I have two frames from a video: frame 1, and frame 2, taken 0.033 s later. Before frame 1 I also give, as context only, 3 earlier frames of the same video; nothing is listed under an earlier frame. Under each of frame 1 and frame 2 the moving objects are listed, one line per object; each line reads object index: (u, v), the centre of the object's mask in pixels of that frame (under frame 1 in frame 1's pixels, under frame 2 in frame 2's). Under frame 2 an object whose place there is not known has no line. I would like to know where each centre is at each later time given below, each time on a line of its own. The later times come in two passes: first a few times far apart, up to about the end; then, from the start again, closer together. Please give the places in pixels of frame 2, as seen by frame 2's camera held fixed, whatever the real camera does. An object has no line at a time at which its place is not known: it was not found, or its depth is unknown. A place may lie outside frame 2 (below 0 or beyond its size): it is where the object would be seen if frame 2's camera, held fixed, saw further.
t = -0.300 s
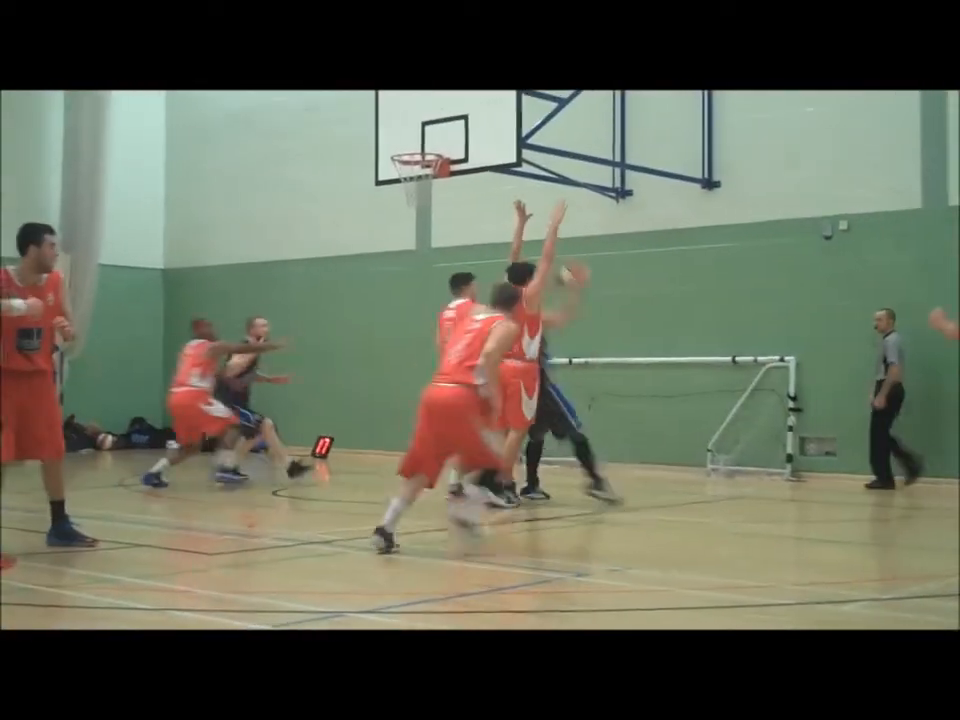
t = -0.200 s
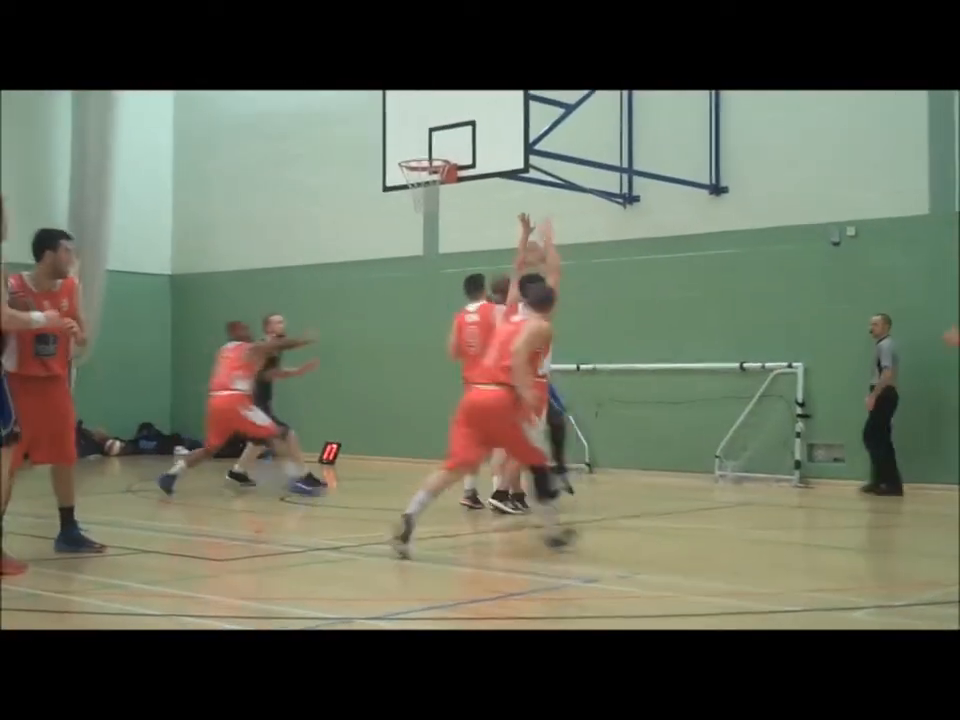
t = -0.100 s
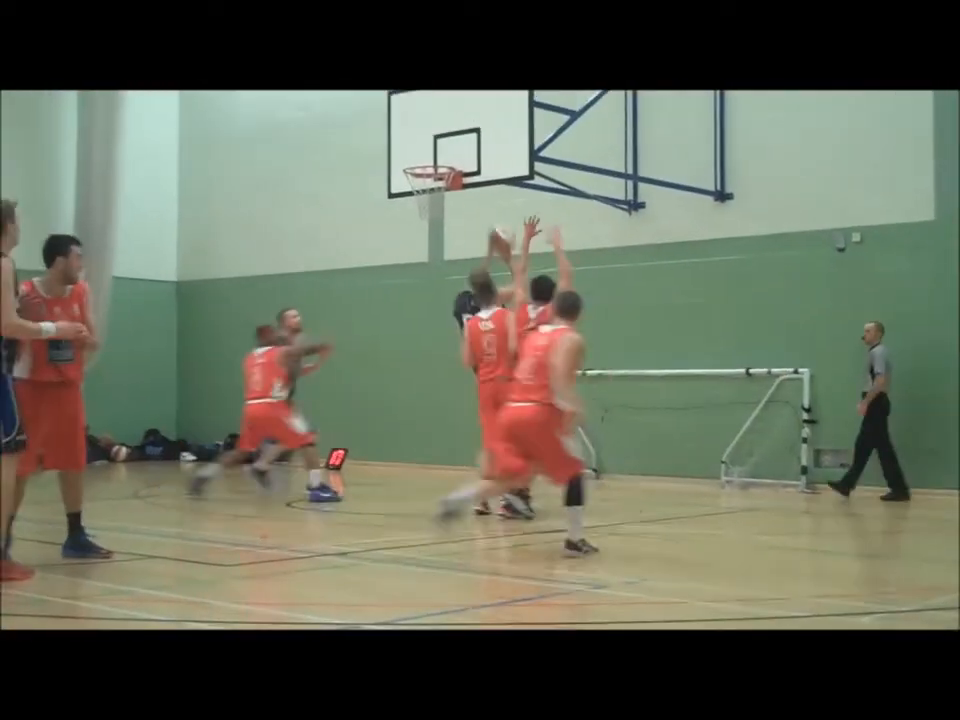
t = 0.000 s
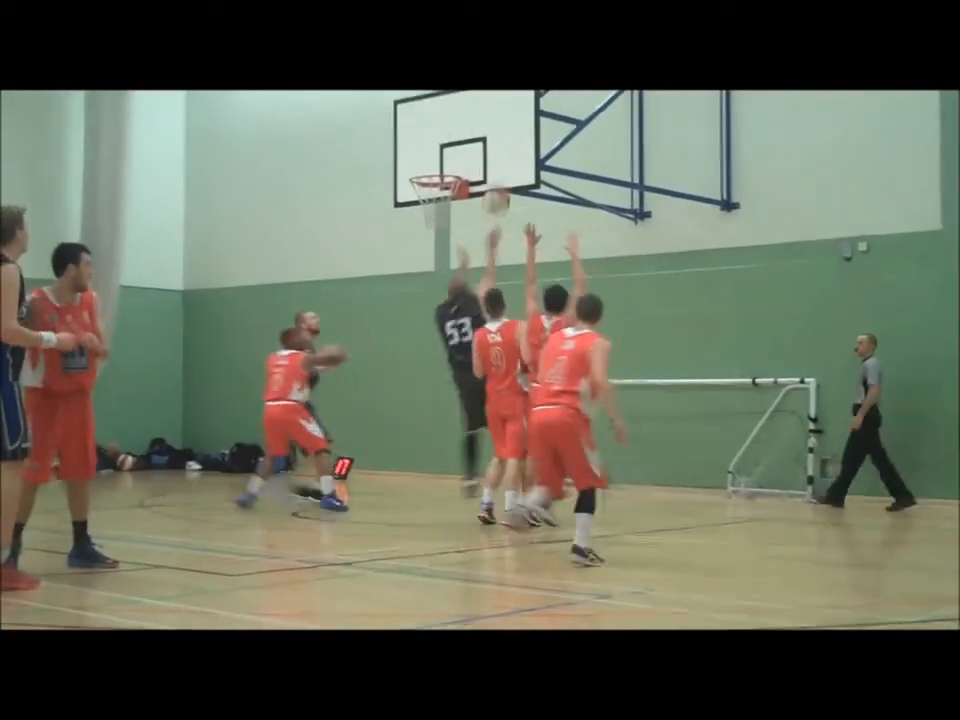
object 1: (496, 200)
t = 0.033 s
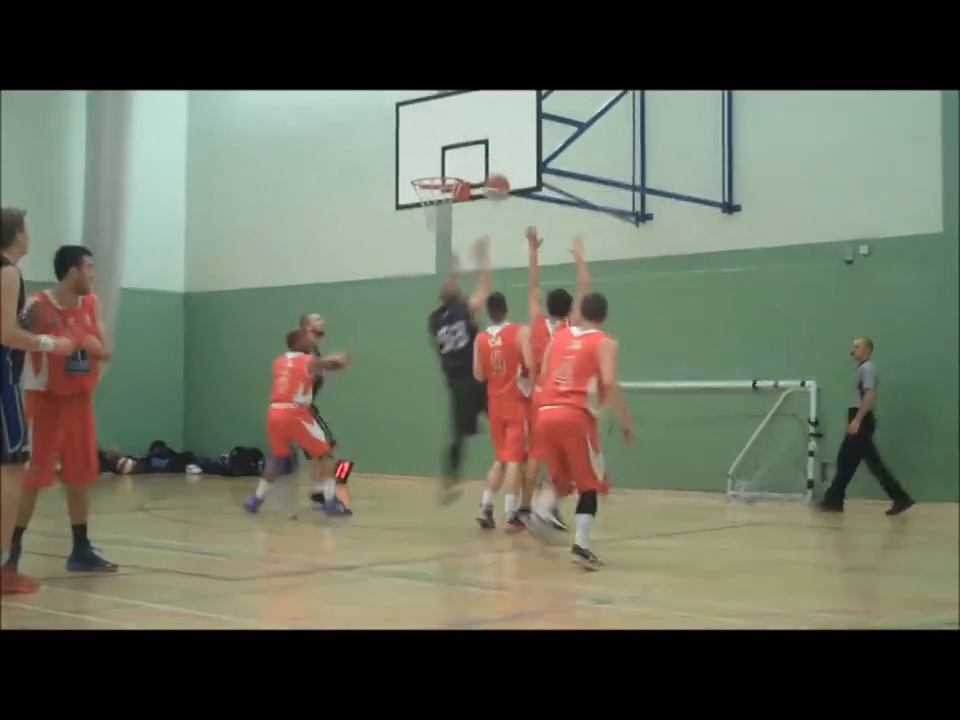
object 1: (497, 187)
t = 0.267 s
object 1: (471, 133)
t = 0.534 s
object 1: (423, 166)
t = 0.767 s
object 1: (442, 191)
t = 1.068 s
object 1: (441, 221)
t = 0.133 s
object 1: (490, 150)
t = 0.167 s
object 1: (489, 141)
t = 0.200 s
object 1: (483, 136)
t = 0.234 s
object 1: (478, 133)
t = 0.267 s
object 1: (471, 133)
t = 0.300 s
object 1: (466, 132)
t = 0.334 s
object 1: (460, 133)
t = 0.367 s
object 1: (454, 136)
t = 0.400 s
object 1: (449, 140)
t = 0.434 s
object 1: (442, 145)
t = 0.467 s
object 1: (434, 151)
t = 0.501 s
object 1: (428, 158)
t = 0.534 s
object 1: (423, 166)
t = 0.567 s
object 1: (420, 172)
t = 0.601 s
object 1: (425, 174)
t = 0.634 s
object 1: (428, 175)
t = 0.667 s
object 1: (433, 177)
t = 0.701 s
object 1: (436, 181)
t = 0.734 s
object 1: (440, 187)
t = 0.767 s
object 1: (442, 191)
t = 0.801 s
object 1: (446, 199)
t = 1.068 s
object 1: (441, 221)
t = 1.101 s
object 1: (442, 231)
